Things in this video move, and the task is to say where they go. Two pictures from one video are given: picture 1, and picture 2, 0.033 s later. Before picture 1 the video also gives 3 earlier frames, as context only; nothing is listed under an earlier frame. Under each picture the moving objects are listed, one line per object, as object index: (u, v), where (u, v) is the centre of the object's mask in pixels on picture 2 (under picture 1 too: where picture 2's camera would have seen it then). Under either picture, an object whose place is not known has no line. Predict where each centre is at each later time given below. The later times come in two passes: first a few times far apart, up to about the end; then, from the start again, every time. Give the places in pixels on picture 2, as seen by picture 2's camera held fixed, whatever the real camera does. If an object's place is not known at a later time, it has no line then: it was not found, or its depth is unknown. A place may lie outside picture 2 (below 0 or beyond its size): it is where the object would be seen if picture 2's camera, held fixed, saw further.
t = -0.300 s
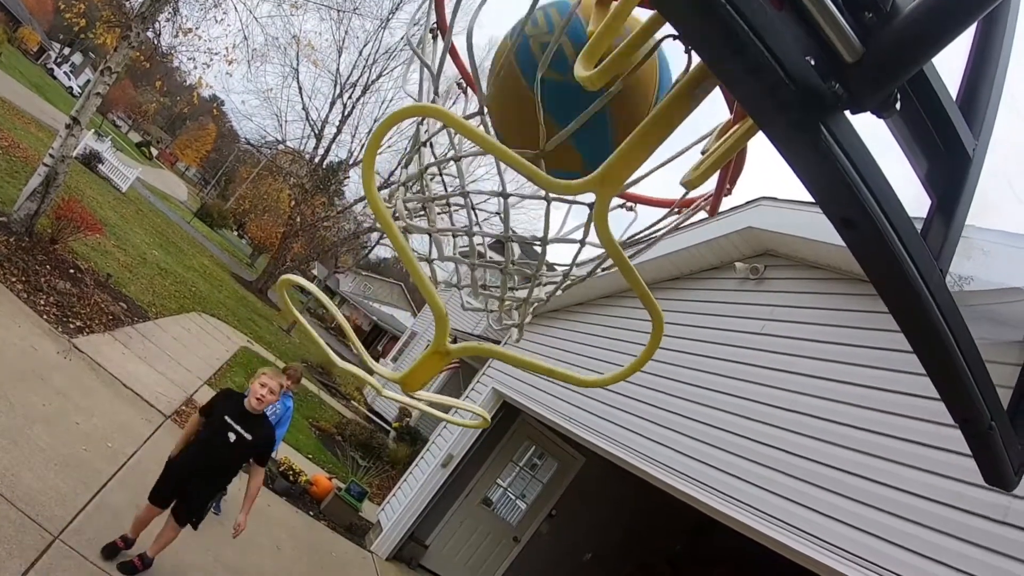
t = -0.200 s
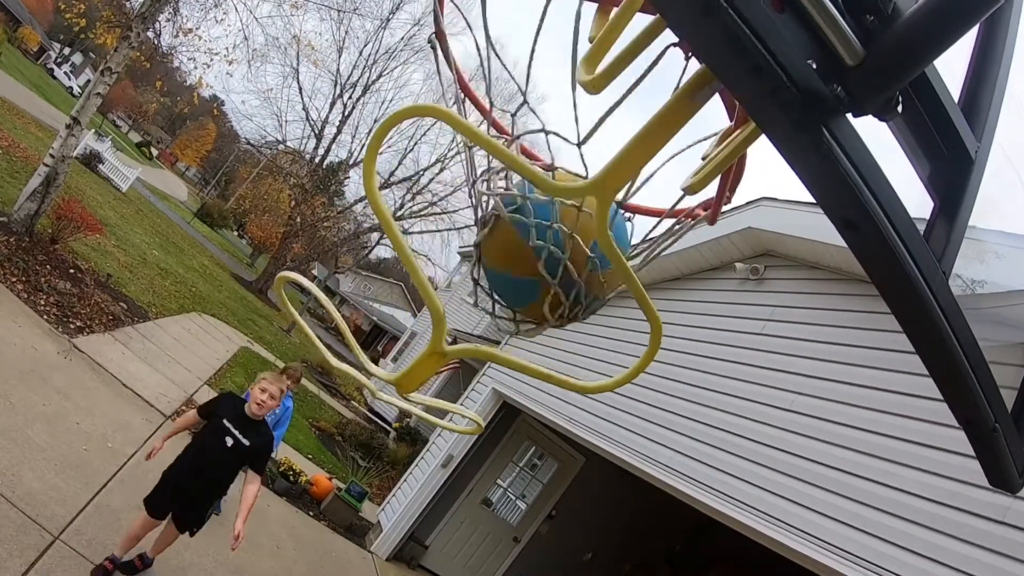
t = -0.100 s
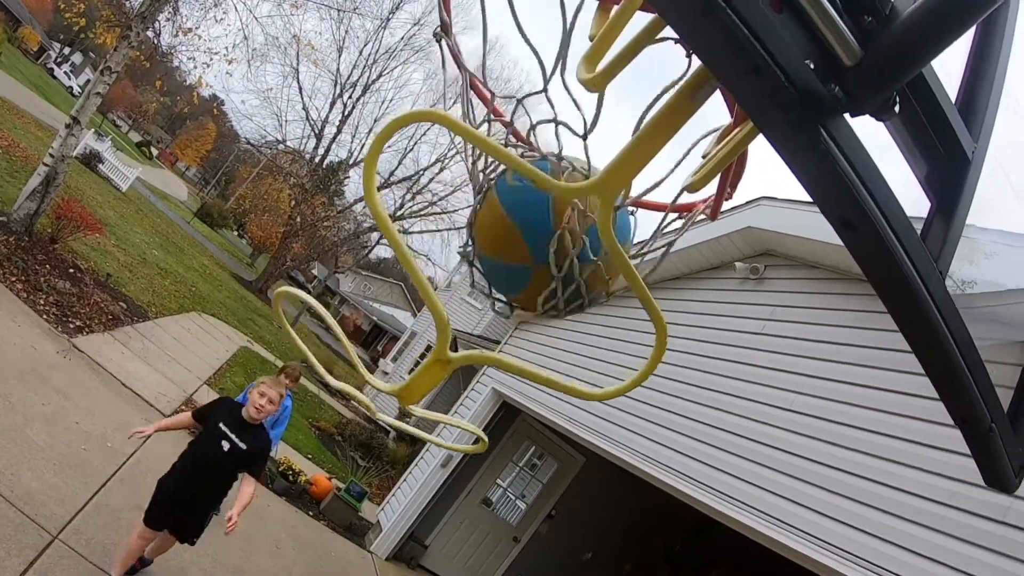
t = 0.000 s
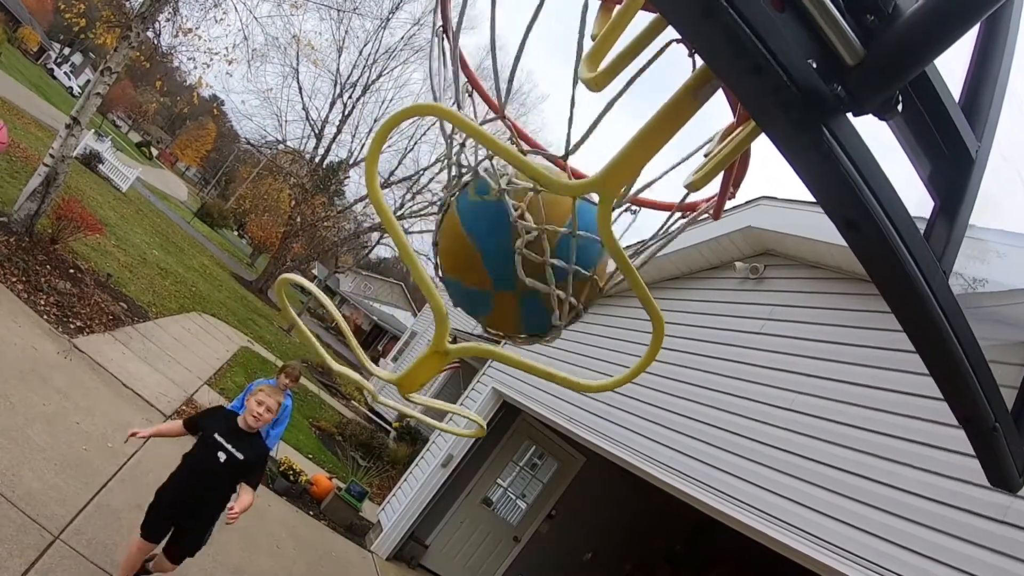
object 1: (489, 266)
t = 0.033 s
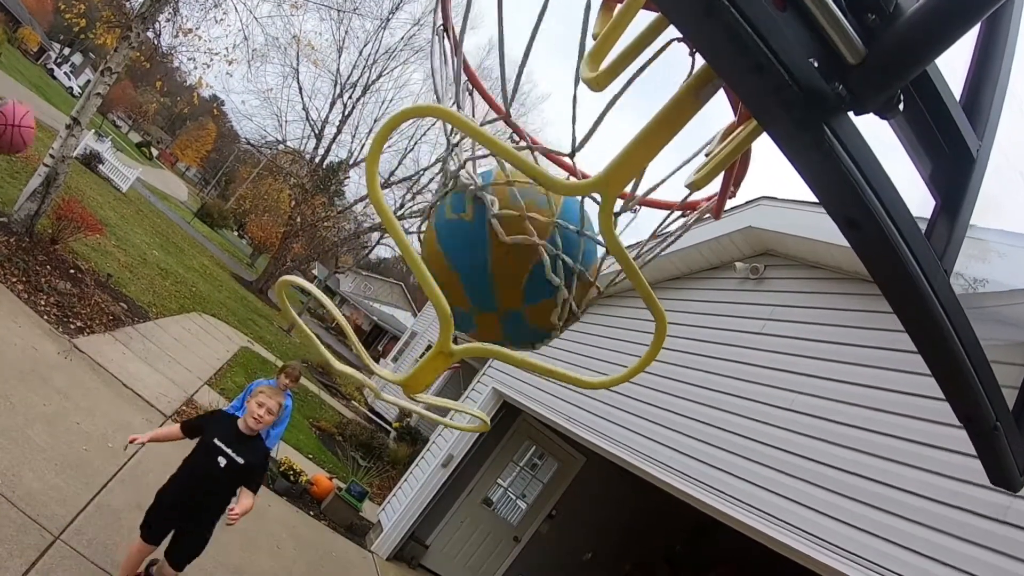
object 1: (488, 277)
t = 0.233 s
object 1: (338, 345)
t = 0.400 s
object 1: (245, 377)
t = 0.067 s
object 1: (476, 275)
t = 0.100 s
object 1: (453, 284)
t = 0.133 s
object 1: (427, 305)
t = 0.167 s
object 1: (407, 304)
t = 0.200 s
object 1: (386, 312)
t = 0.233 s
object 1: (338, 345)
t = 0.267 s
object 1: (322, 360)
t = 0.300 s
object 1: (303, 368)
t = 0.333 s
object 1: (283, 374)
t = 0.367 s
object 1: (264, 375)
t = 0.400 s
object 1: (245, 377)
